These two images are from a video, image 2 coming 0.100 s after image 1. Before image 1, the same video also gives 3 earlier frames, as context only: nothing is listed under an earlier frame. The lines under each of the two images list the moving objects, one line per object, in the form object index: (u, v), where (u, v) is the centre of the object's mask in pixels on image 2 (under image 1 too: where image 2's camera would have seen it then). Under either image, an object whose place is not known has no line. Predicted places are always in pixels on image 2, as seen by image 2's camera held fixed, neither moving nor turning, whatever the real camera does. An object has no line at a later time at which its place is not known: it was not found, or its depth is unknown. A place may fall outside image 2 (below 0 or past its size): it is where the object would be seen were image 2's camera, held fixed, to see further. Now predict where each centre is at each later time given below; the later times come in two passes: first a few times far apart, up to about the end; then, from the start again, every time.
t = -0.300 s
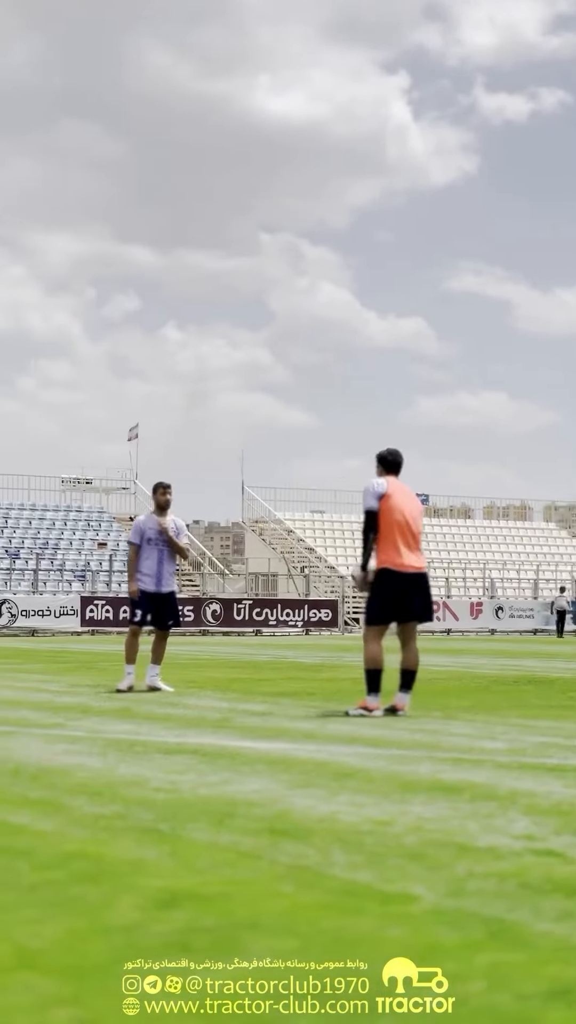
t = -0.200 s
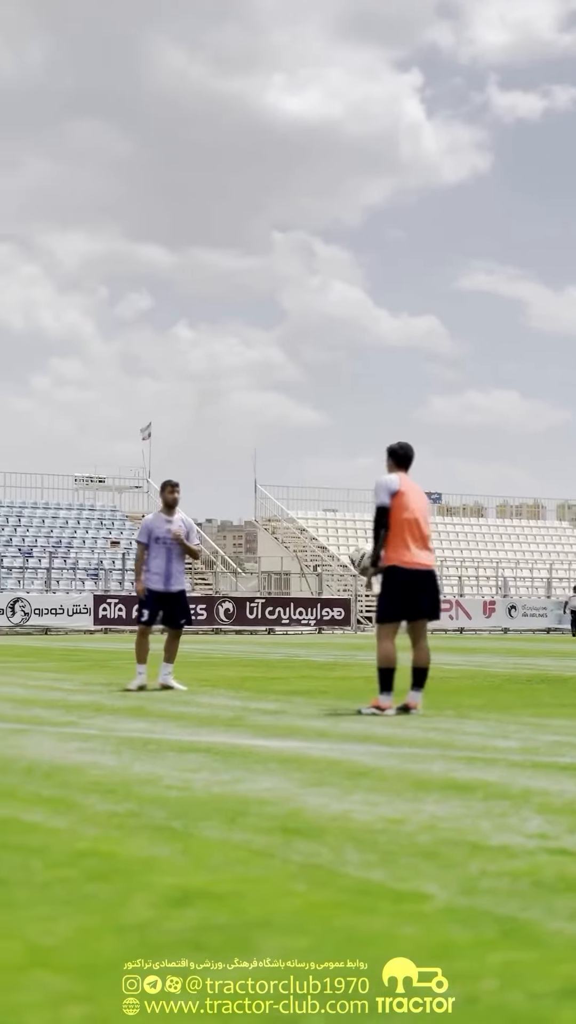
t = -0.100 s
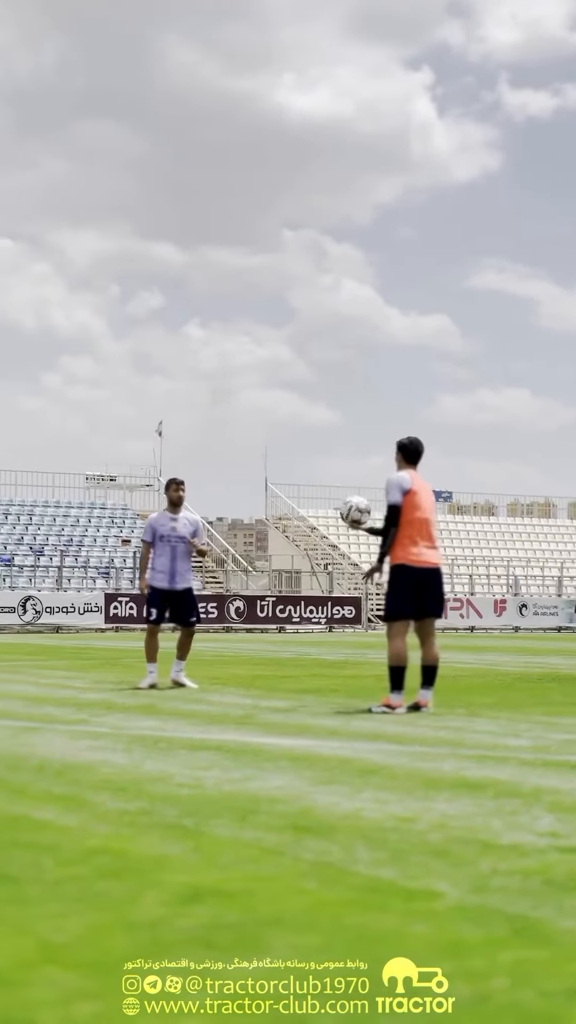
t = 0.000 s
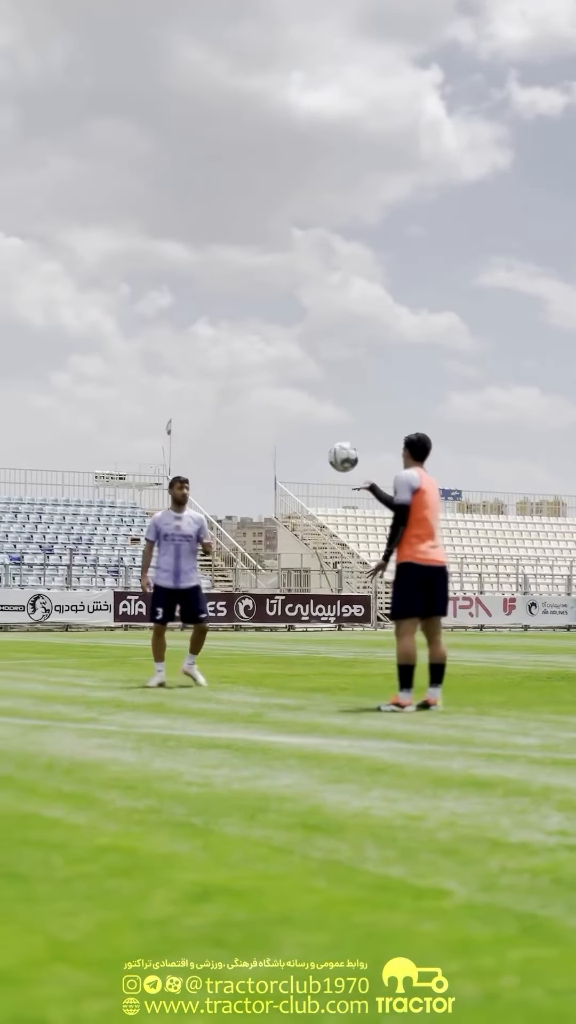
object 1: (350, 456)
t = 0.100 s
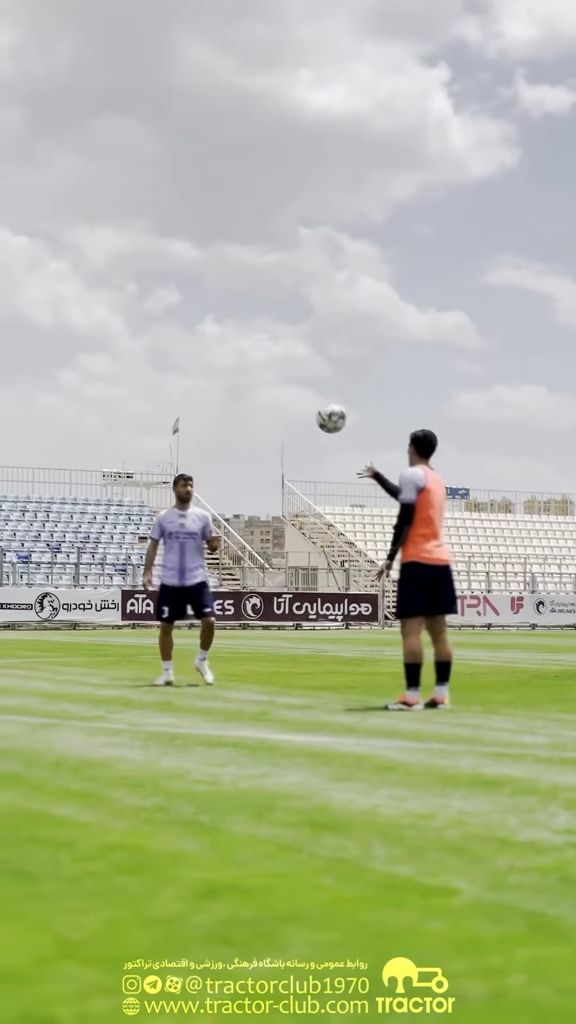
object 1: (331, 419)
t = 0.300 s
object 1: (294, 386)
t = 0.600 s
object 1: (243, 433)
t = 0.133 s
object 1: (325, 409)
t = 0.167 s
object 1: (318, 401)
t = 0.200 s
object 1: (312, 395)
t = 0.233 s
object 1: (306, 390)
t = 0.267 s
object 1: (300, 388)
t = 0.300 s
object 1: (294, 386)
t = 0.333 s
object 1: (288, 385)
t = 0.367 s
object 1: (282, 387)
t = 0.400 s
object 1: (276, 389)
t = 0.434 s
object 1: (271, 393)
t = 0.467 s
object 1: (265, 399)
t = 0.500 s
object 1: (259, 405)
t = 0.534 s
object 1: (254, 413)
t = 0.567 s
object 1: (248, 422)
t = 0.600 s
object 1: (243, 433)
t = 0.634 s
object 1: (237, 445)
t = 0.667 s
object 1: (232, 457)
